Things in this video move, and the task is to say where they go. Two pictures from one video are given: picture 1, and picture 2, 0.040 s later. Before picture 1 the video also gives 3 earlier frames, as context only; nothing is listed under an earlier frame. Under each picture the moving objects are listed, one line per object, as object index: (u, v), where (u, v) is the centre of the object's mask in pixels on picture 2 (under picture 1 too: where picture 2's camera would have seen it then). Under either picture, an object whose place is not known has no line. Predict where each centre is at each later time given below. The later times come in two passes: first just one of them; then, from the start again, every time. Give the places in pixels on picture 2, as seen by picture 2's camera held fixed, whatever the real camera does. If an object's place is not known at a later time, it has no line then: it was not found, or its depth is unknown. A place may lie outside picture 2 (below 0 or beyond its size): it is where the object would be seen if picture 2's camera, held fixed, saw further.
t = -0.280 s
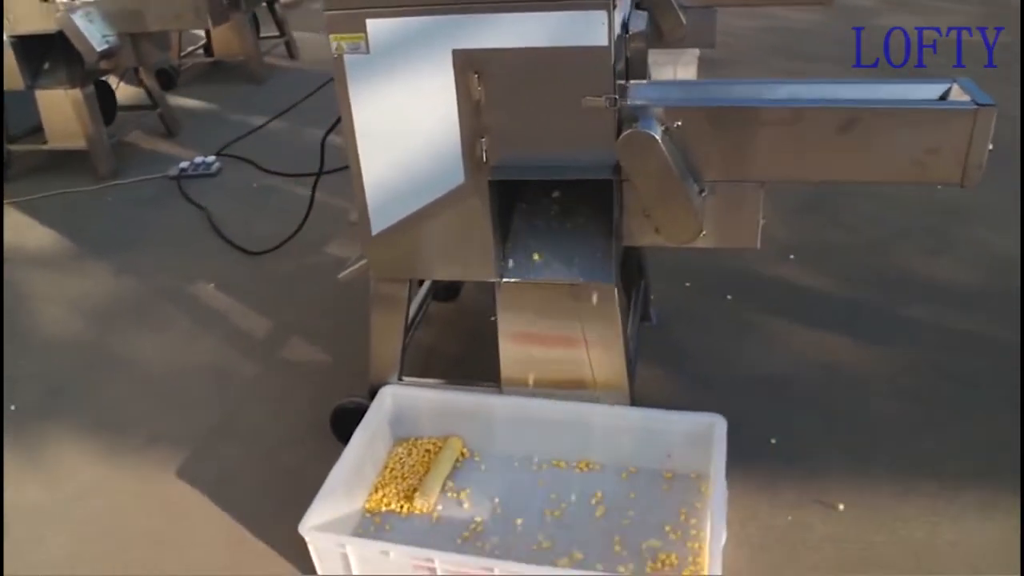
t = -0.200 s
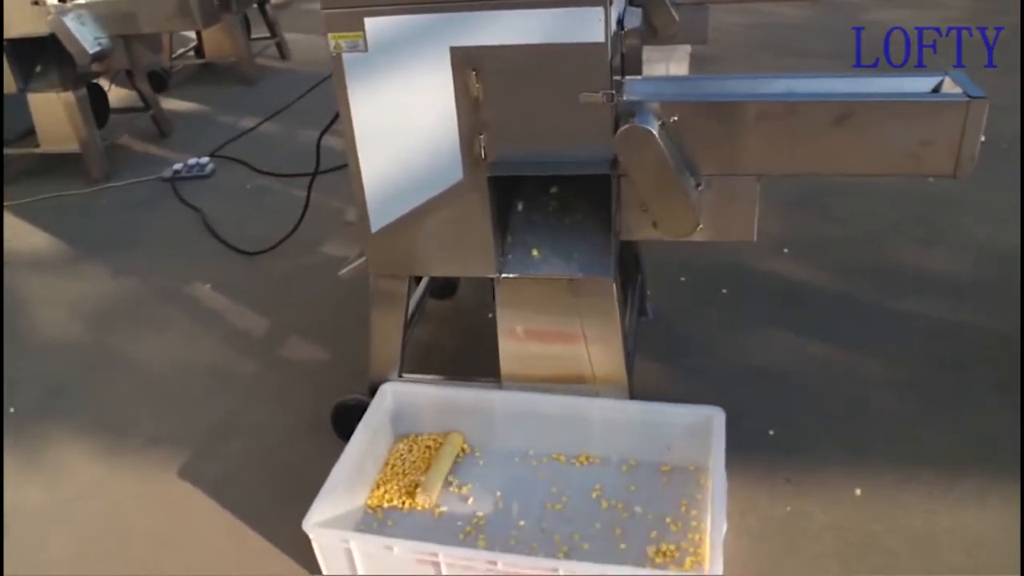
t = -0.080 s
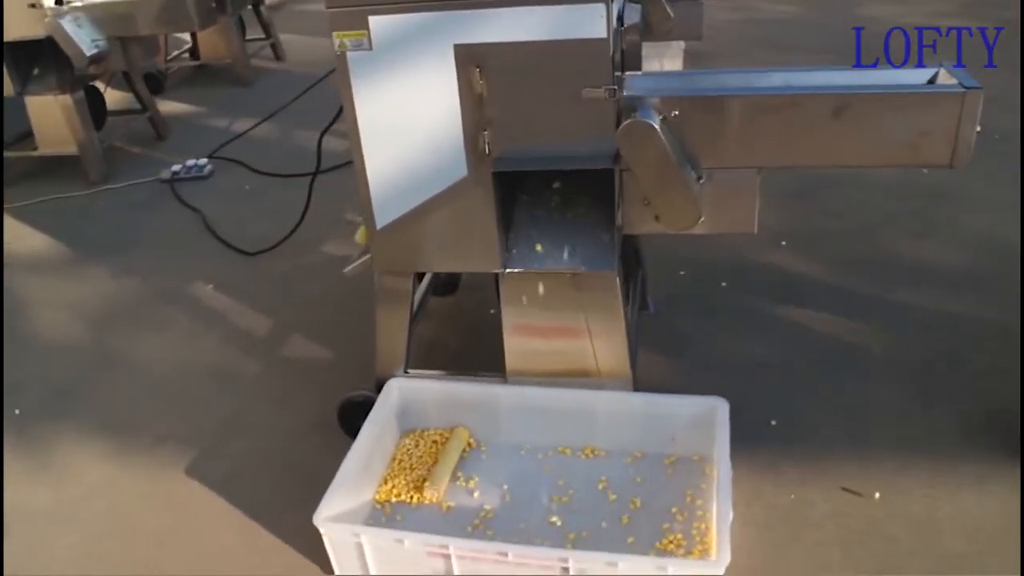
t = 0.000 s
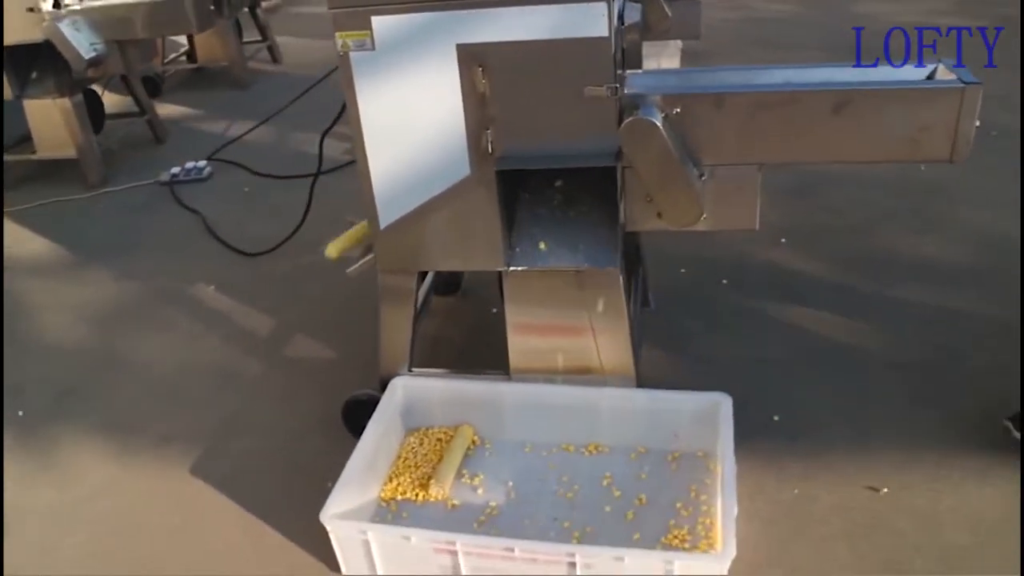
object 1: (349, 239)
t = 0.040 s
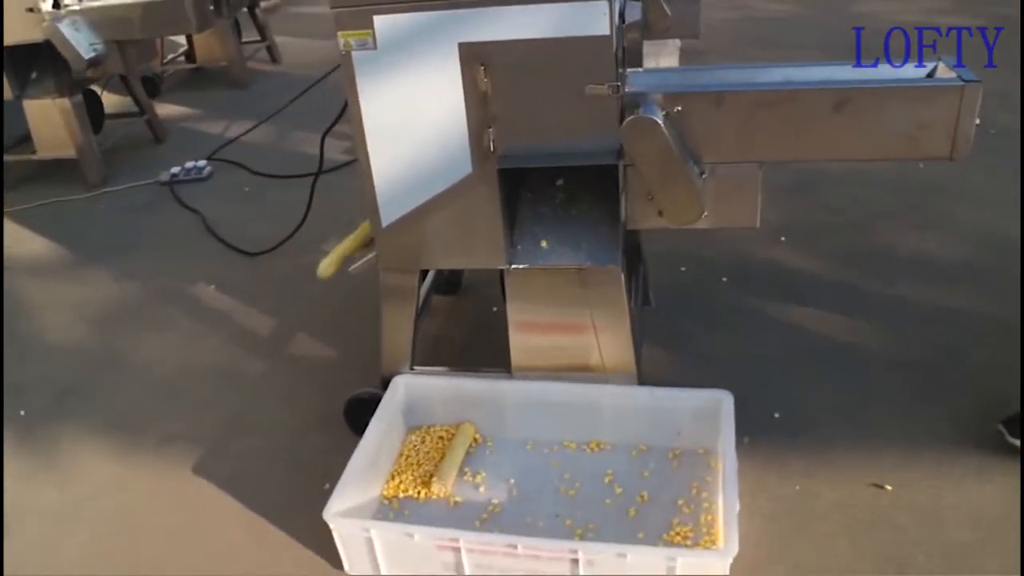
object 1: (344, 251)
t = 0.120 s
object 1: (332, 268)
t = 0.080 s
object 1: (340, 257)
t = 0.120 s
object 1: (332, 268)
